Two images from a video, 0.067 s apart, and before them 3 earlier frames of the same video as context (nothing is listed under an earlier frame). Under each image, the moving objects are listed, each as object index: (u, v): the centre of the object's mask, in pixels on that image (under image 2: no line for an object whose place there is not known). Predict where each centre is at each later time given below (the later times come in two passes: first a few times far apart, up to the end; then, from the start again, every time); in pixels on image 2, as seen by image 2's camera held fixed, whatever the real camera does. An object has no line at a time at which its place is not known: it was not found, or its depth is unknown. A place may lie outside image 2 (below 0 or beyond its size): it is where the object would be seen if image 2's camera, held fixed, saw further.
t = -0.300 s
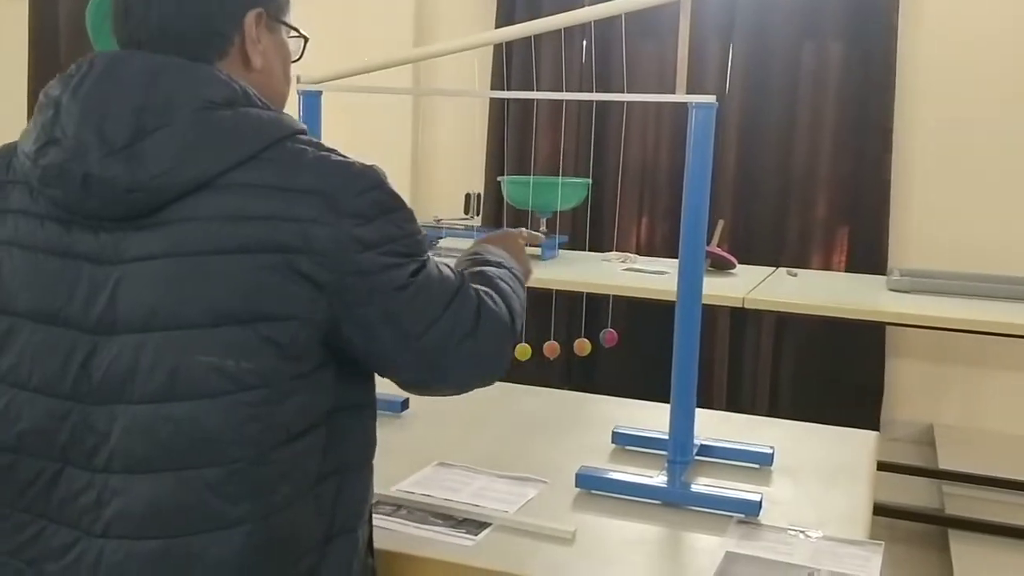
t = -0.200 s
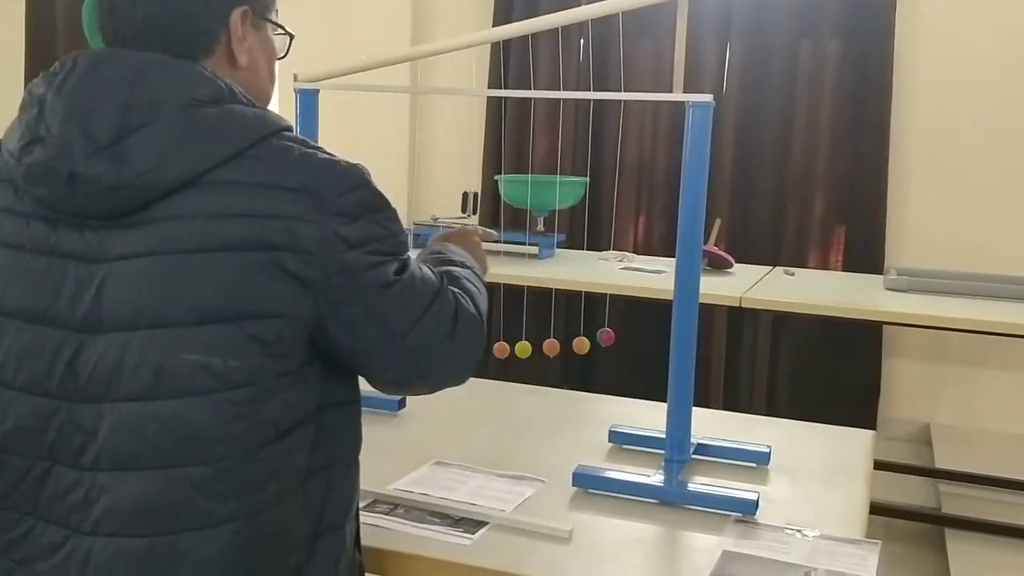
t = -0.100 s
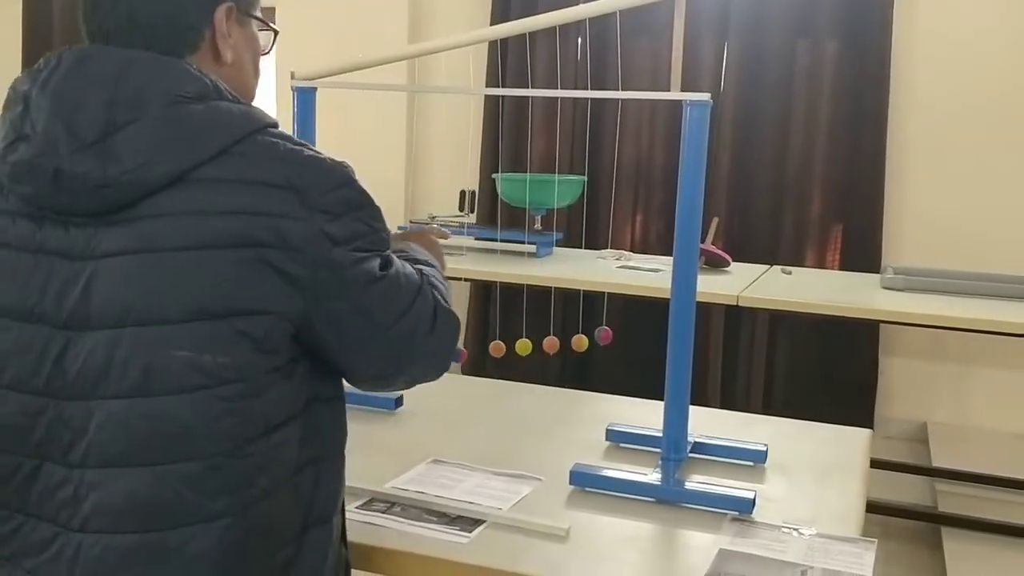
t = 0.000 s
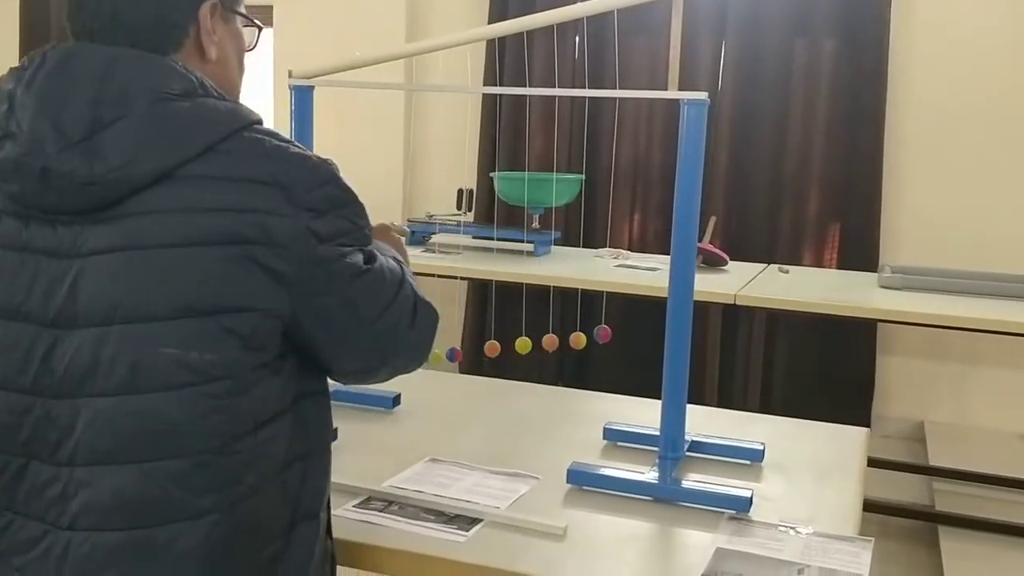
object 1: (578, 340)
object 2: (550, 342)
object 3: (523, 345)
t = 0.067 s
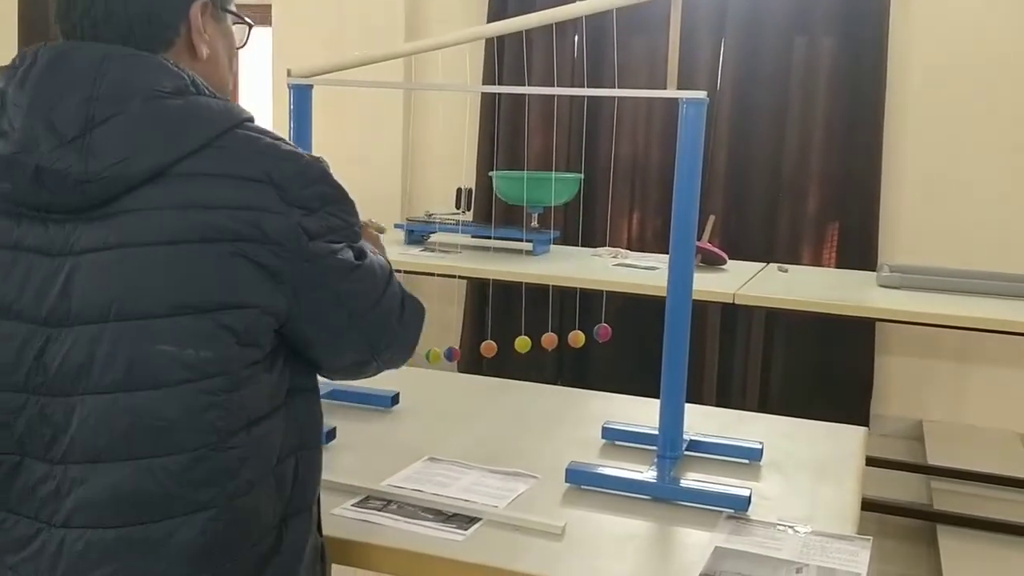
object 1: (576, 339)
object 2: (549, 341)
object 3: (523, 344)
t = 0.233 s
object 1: (574, 338)
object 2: (548, 341)
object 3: (521, 345)
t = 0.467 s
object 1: (570, 340)
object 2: (542, 344)
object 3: (514, 348)
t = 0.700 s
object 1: (568, 344)
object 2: (537, 347)
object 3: (508, 351)
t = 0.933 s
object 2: (537, 350)
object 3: (508, 352)
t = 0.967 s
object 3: (509, 352)
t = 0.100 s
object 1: (576, 338)
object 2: (549, 341)
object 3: (523, 344)
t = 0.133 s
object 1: (576, 338)
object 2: (549, 340)
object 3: (523, 344)
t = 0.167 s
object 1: (575, 338)
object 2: (549, 341)
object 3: (522, 344)
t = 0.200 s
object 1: (575, 338)
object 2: (548, 341)
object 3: (522, 344)
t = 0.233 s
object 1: (574, 338)
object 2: (548, 341)
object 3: (521, 345)
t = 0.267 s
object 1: (574, 338)
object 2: (547, 341)
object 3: (521, 345)
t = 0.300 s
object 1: (573, 338)
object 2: (546, 342)
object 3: (520, 346)
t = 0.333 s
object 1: (572, 338)
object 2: (545, 342)
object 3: (519, 346)
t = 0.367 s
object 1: (572, 339)
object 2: (545, 343)
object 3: (518, 347)
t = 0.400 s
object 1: (571, 339)
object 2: (543, 343)
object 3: (517, 347)
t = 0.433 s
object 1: (571, 340)
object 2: (543, 344)
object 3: (516, 348)
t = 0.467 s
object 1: (570, 340)
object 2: (542, 344)
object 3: (514, 348)
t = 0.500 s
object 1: (569, 340)
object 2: (541, 344)
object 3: (513, 348)
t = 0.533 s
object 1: (569, 341)
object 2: (540, 345)
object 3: (512, 349)
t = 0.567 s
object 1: (569, 341)
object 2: (539, 346)
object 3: (511, 349)
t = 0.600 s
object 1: (569, 342)
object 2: (539, 346)
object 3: (511, 349)
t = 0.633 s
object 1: (569, 342)
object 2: (538, 346)
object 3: (510, 350)
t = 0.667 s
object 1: (568, 343)
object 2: (537, 347)
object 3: (509, 350)
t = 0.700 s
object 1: (568, 344)
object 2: (537, 347)
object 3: (508, 351)
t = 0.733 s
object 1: (568, 344)
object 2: (536, 348)
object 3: (508, 351)
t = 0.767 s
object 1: (568, 345)
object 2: (536, 348)
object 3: (508, 351)
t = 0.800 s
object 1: (568, 346)
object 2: (536, 349)
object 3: (507, 352)
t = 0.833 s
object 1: (568, 346)
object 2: (536, 349)
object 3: (507, 352)
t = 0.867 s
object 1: (568, 347)
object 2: (536, 350)
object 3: (507, 352)
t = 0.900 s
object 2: (537, 350)
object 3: (508, 352)
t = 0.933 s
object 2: (537, 350)
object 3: (508, 352)
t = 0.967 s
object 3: (509, 352)
